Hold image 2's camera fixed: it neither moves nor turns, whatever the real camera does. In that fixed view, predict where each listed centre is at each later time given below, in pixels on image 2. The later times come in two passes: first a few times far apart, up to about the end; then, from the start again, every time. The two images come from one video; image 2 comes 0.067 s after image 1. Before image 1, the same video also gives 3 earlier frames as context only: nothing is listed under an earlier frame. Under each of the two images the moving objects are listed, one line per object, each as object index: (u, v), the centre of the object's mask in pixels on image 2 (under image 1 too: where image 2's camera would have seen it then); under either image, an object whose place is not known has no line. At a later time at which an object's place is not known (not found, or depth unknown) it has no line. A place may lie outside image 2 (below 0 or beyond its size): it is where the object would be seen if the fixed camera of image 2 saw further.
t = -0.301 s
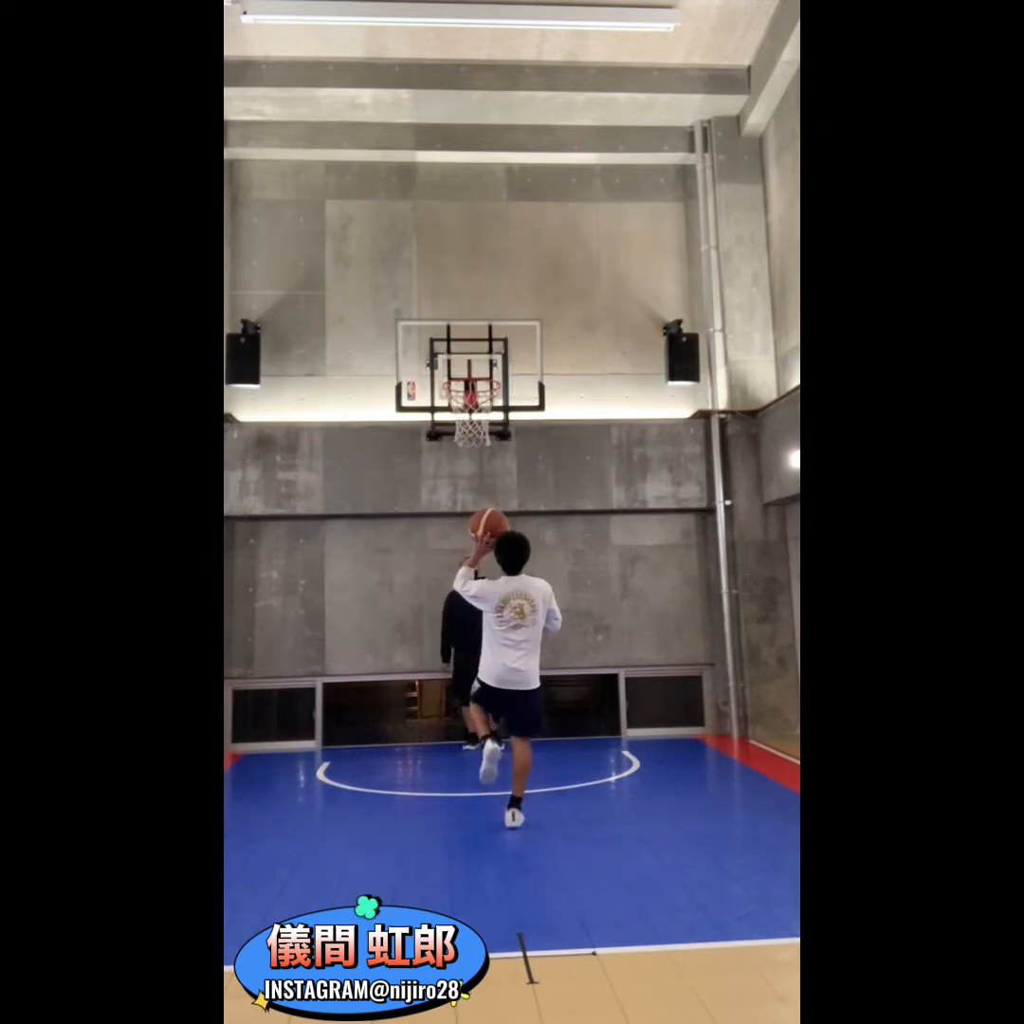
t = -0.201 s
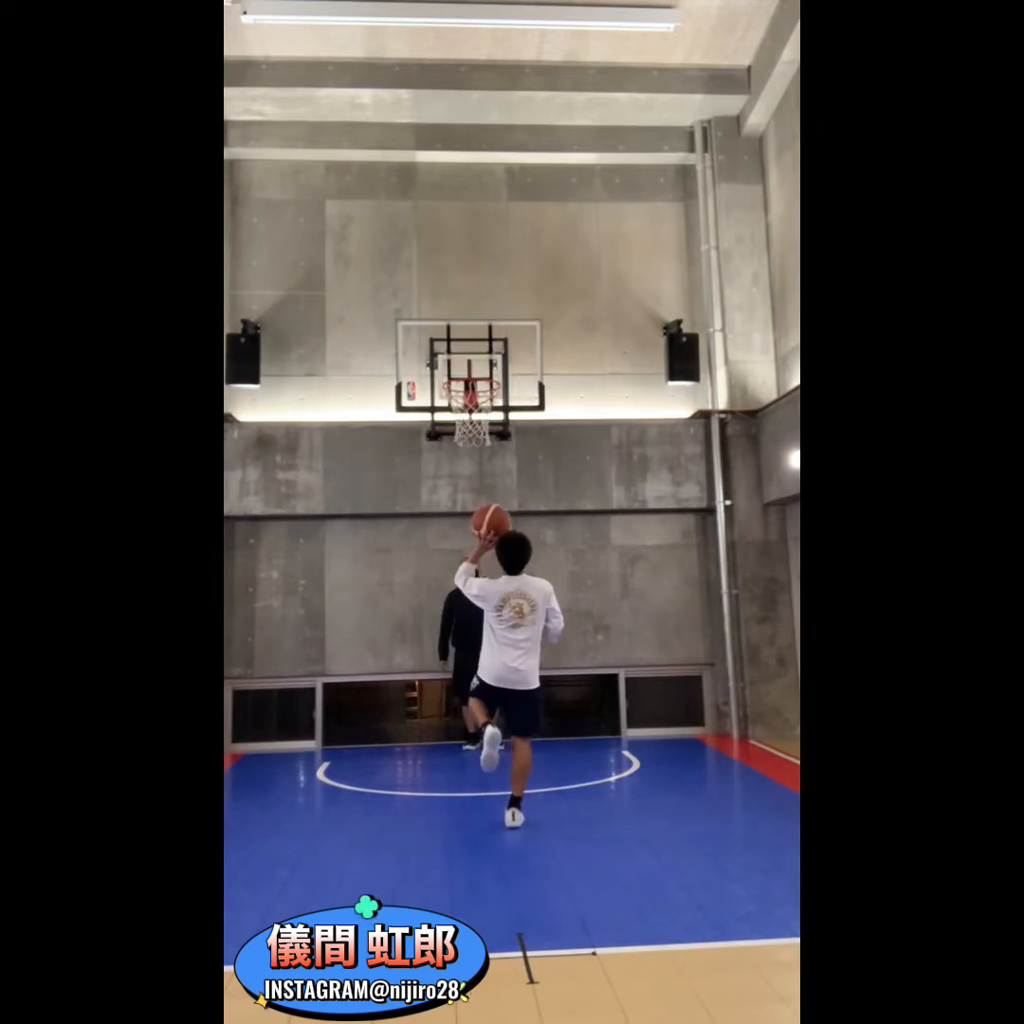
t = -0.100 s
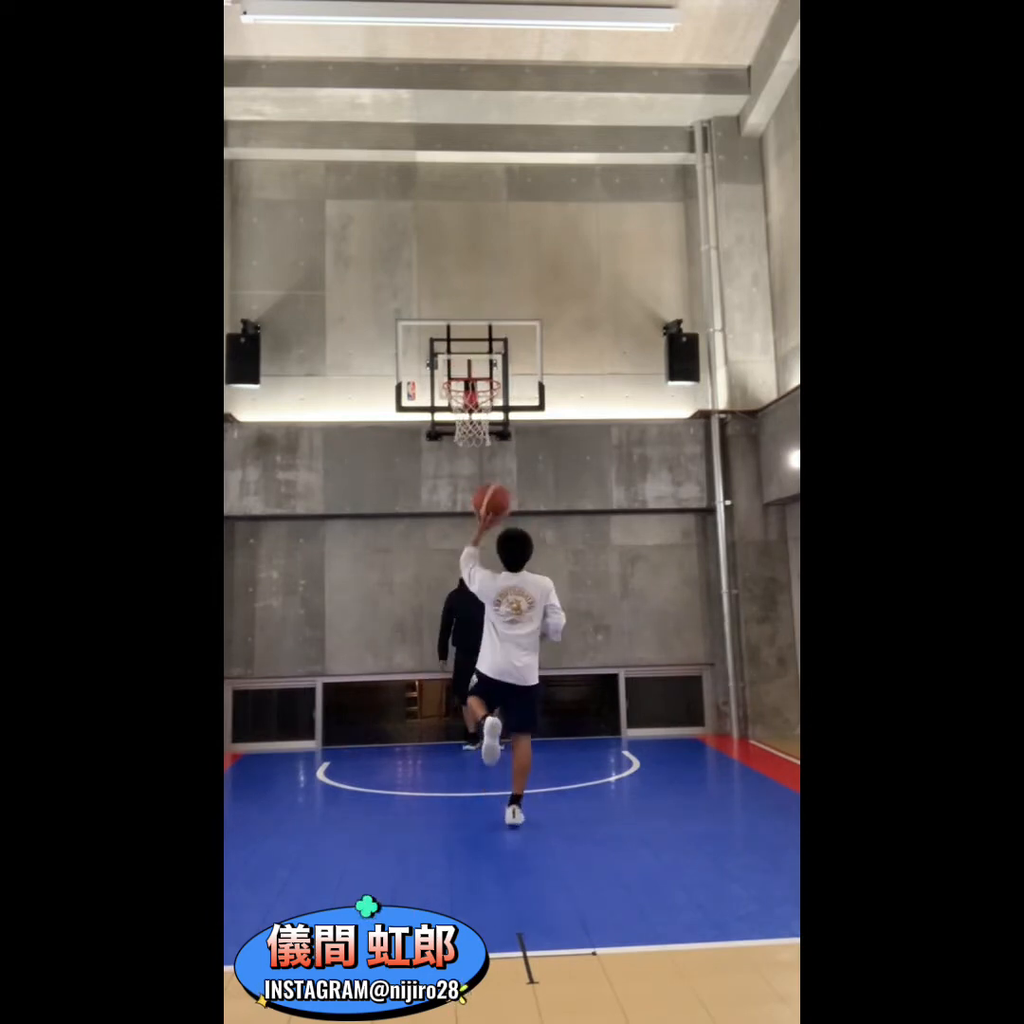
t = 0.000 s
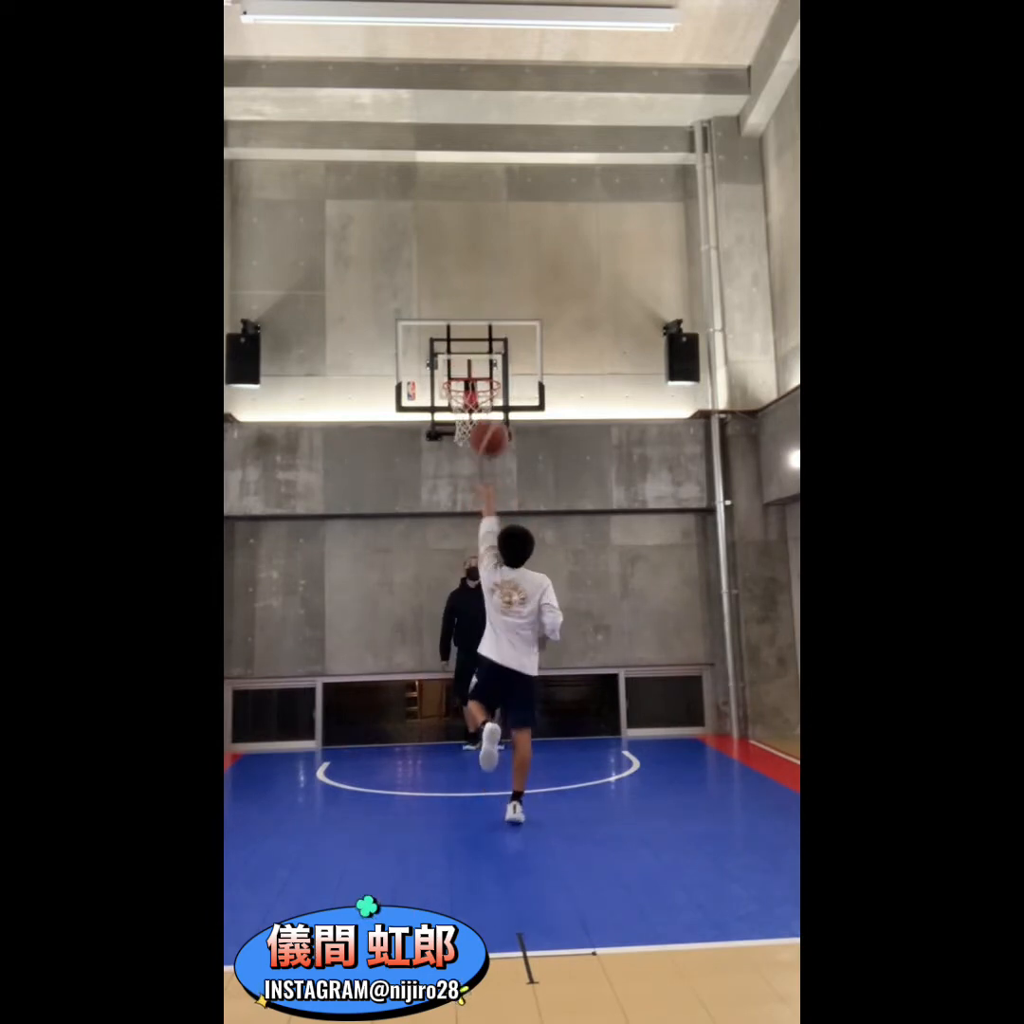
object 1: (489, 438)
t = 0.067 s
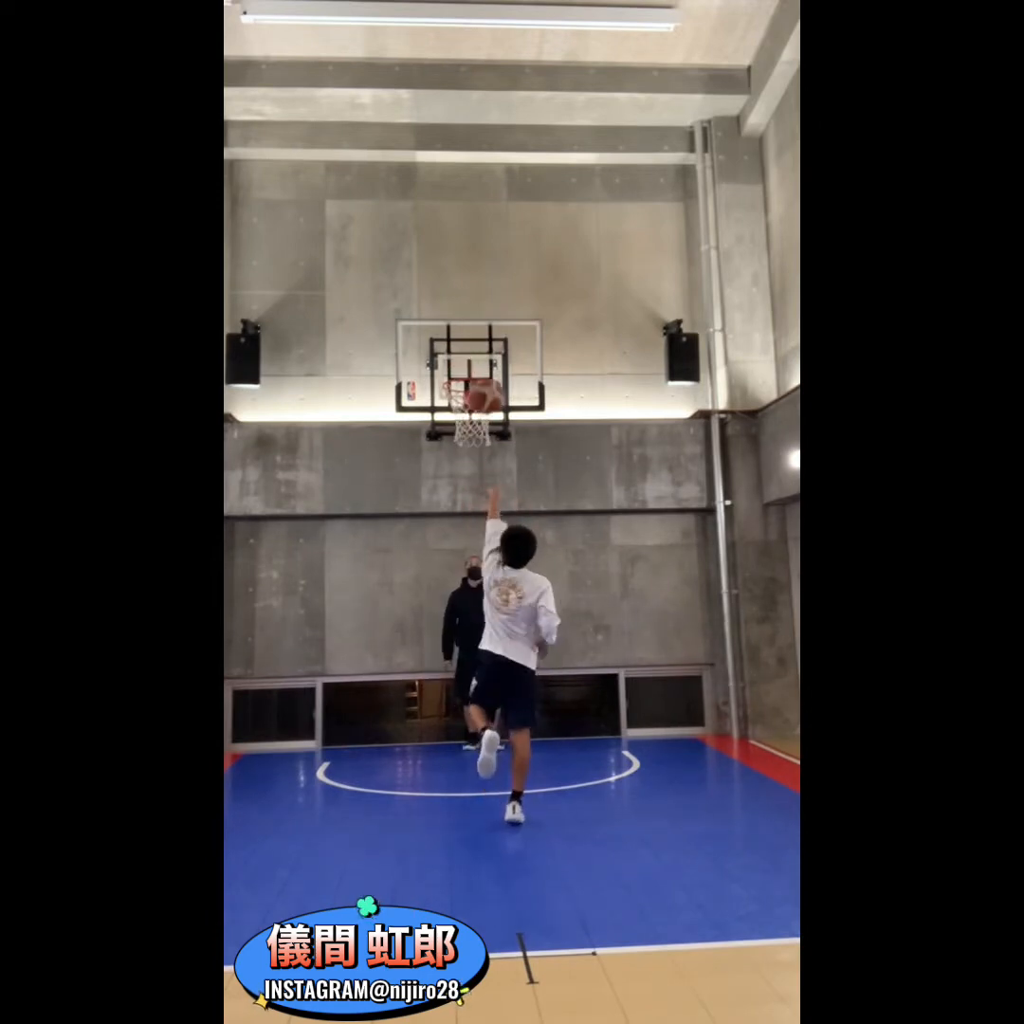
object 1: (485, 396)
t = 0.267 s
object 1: (480, 328)
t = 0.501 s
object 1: (475, 322)
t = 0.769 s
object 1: (472, 394)
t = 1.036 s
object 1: (469, 460)
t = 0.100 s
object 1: (484, 380)
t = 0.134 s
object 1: (483, 366)
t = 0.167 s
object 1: (483, 353)
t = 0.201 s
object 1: (482, 343)
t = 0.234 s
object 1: (481, 336)
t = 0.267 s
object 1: (480, 328)
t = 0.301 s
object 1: (479, 323)
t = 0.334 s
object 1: (478, 319)
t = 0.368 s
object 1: (477, 317)
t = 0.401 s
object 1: (476, 316)
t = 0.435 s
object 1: (476, 317)
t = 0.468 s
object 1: (474, 320)
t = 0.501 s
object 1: (475, 322)
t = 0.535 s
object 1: (474, 327)
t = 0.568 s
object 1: (473, 333)
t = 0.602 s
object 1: (473, 340)
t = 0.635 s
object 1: (473, 349)
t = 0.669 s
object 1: (472, 359)
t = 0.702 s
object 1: (472, 368)
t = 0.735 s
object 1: (472, 379)
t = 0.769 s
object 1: (472, 394)
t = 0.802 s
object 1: (472, 405)
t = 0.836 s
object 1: (475, 419)
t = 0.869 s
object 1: (472, 421)
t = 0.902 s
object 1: (471, 427)
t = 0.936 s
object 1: (470, 433)
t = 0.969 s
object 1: (470, 440)
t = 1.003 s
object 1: (470, 450)
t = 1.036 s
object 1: (469, 460)
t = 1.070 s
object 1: (469, 472)
